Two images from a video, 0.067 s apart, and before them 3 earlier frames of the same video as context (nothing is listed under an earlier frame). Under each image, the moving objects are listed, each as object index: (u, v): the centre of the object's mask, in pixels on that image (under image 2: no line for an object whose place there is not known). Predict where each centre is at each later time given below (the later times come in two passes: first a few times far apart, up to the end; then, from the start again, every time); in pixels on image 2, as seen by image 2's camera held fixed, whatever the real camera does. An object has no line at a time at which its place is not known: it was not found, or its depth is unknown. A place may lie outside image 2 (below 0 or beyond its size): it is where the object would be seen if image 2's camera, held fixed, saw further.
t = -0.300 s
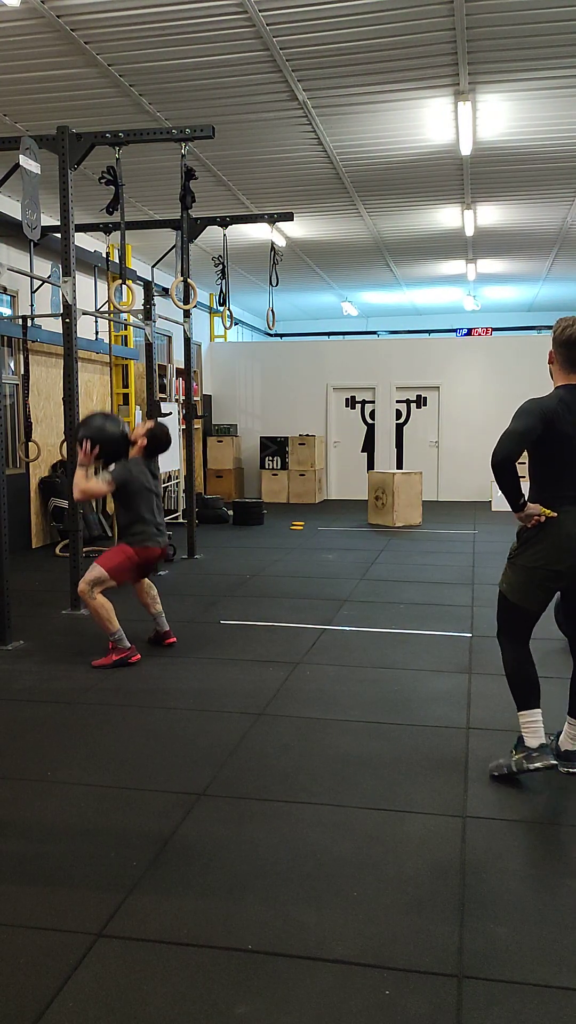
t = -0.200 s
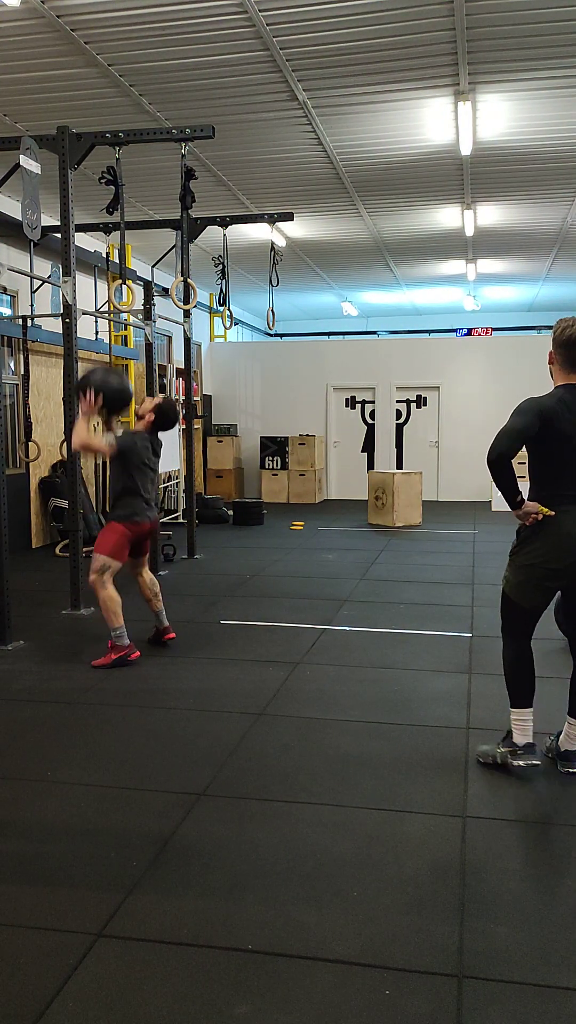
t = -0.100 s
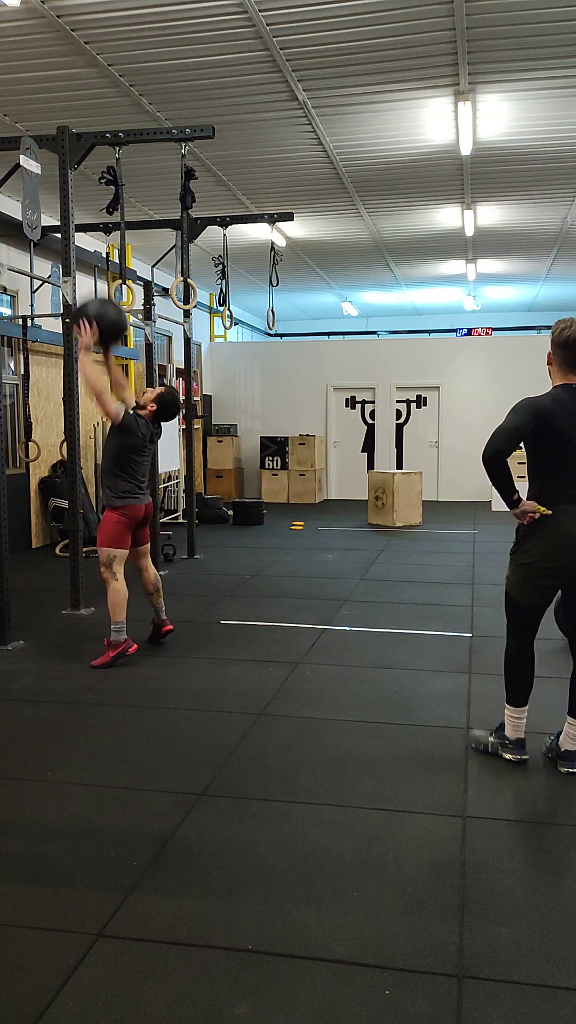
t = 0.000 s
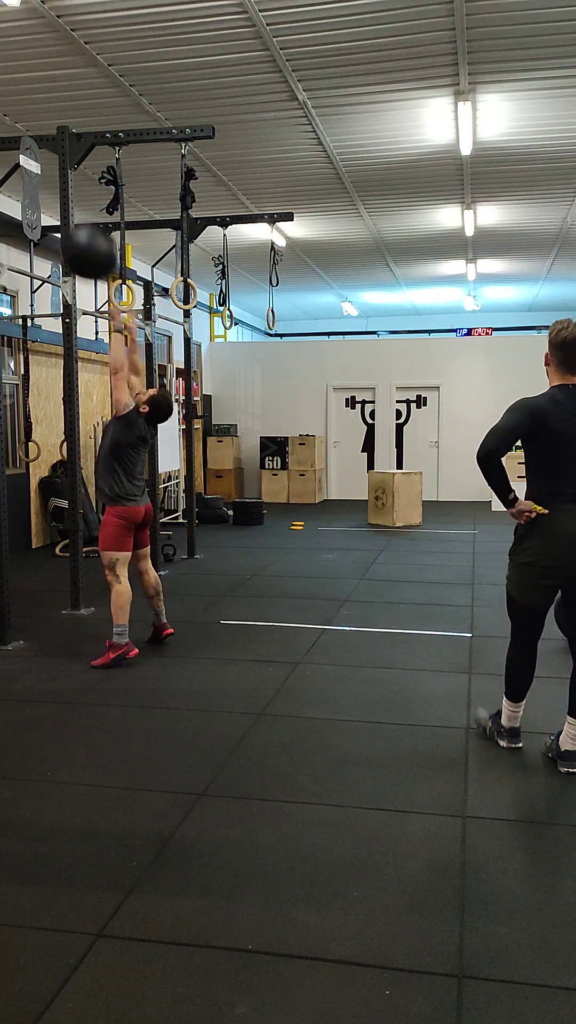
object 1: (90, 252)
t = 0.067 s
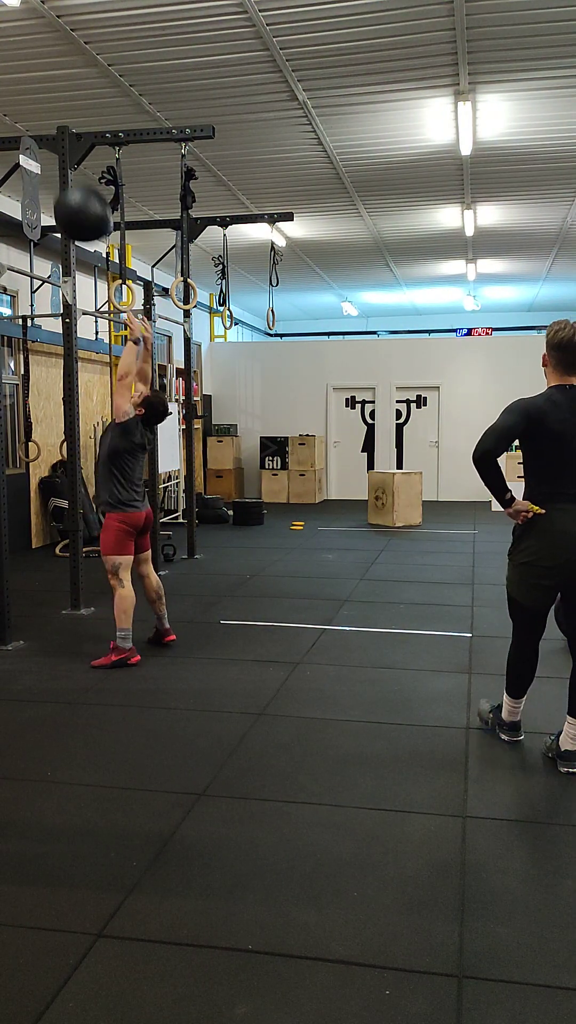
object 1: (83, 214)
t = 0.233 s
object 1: (66, 153)
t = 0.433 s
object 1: (51, 141)
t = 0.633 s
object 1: (60, 188)
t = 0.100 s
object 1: (79, 198)
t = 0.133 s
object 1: (76, 184)
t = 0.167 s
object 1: (73, 172)
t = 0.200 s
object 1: (70, 162)
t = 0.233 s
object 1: (66, 153)
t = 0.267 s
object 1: (64, 147)
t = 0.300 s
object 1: (61, 142)
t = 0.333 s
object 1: (58, 139)
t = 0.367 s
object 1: (55, 138)
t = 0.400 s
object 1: (52, 139)
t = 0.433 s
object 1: (51, 141)
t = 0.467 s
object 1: (51, 145)
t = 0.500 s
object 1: (53, 150)
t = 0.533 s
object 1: (54, 156)
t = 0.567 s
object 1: (56, 166)
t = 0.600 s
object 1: (58, 175)
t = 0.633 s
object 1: (60, 188)
